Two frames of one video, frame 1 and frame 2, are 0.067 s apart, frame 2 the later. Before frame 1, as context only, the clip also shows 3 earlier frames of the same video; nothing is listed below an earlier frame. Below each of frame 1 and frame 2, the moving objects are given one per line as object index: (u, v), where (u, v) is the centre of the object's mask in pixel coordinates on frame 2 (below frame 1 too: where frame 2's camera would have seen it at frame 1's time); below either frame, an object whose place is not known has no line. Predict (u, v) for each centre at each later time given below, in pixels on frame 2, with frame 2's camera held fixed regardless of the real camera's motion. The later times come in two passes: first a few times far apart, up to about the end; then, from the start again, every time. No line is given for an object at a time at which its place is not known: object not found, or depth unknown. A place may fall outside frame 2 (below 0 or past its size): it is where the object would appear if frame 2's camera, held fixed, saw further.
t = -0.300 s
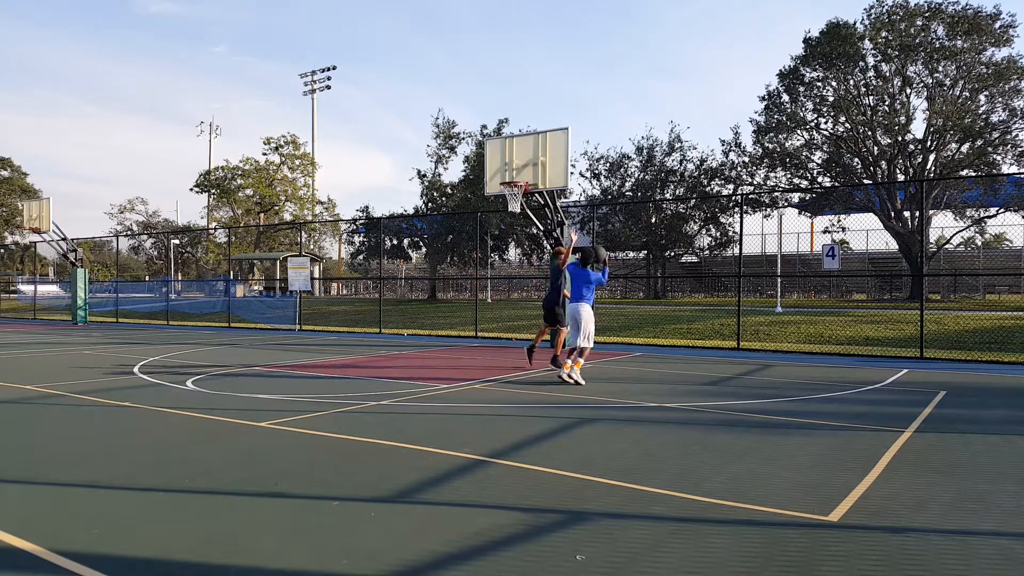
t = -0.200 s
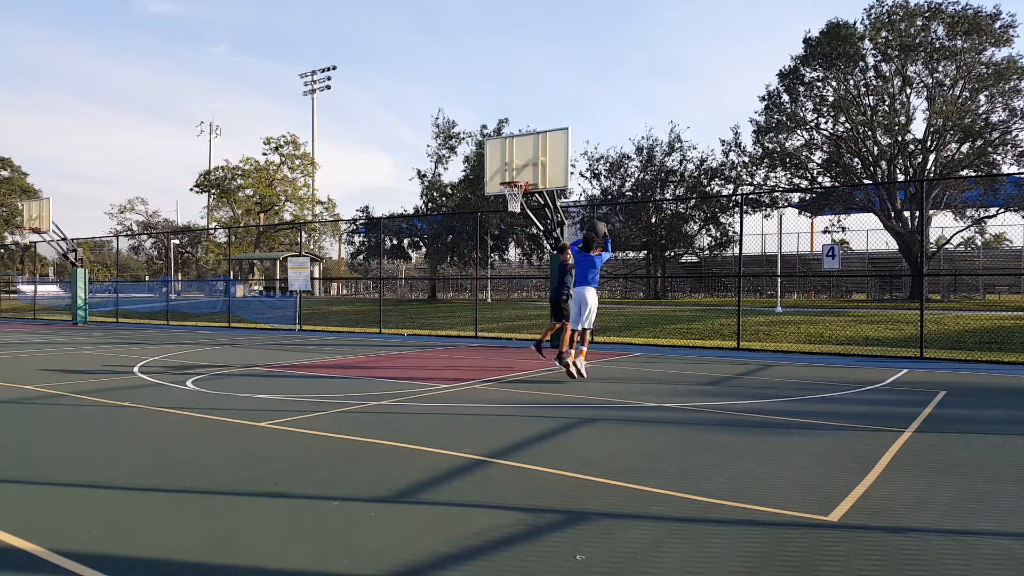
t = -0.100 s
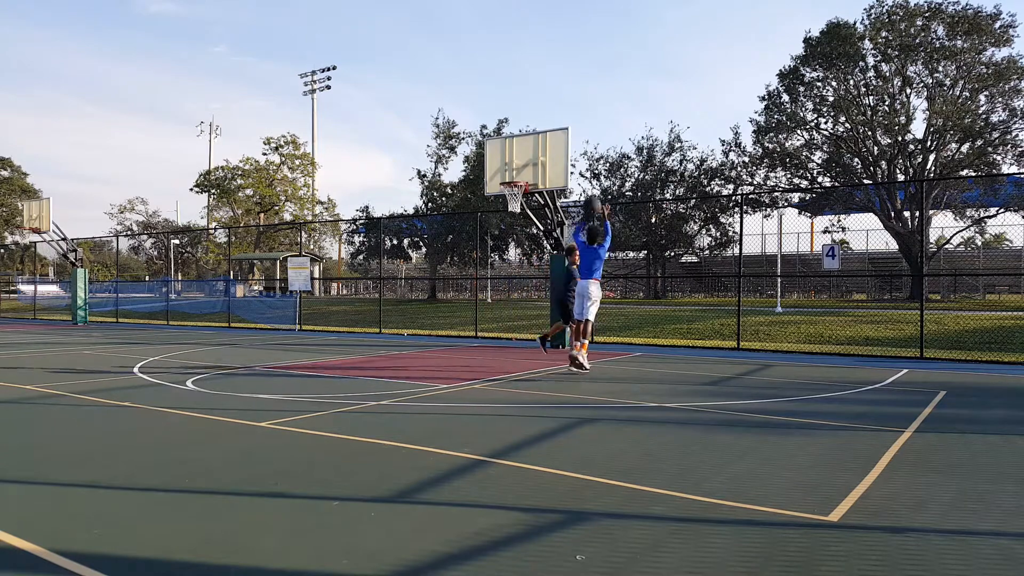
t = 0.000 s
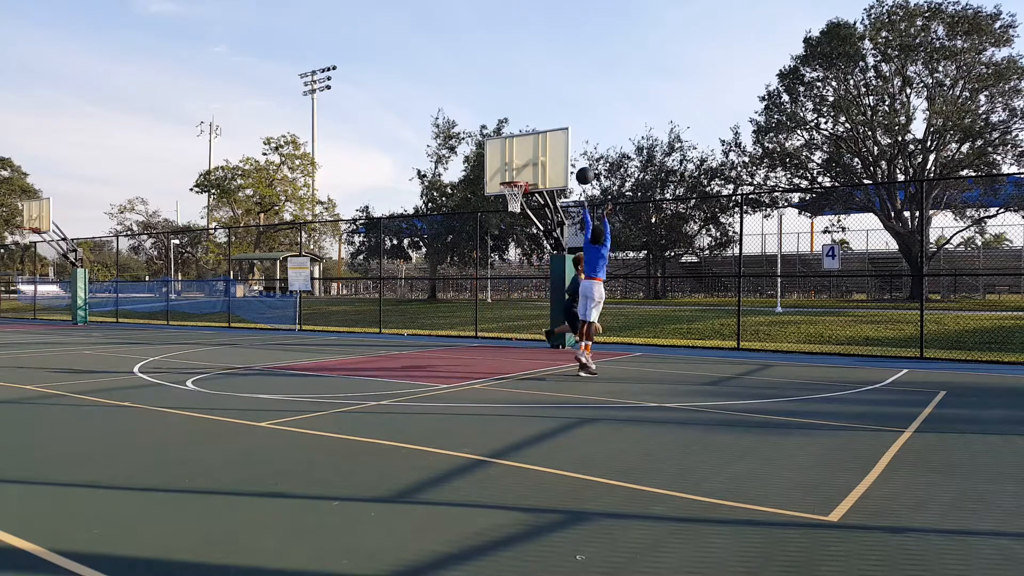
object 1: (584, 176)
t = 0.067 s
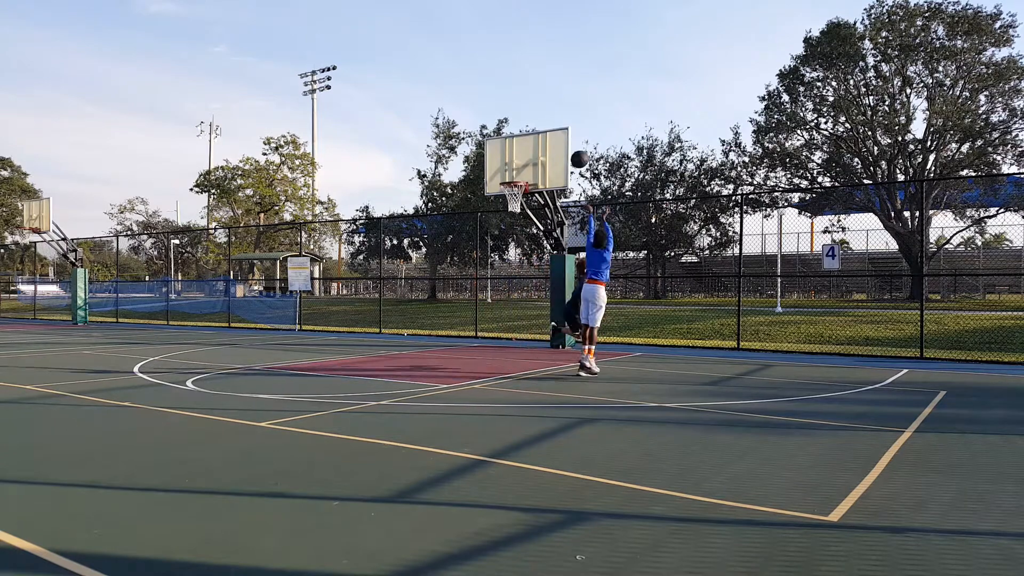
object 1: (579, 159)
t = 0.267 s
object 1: (565, 131)
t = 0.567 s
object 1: (548, 142)
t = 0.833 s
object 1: (535, 191)
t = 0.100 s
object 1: (577, 152)
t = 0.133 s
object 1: (574, 147)
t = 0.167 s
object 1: (572, 141)
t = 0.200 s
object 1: (570, 137)
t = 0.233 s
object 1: (567, 134)
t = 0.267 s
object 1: (565, 131)
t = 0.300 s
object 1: (563, 130)
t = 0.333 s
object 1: (561, 129)
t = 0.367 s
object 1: (559, 128)
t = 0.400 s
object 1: (557, 129)
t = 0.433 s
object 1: (555, 130)
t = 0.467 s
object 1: (553, 132)
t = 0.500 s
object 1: (551, 135)
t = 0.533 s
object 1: (549, 138)
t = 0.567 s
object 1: (548, 142)
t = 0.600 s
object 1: (546, 146)
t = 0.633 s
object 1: (544, 151)
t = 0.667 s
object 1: (543, 156)
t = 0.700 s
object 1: (541, 163)
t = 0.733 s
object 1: (539, 169)
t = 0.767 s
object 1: (538, 176)
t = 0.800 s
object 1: (536, 183)
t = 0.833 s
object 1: (535, 191)
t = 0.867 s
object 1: (535, 199)
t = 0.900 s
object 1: (533, 209)
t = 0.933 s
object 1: (533, 217)
